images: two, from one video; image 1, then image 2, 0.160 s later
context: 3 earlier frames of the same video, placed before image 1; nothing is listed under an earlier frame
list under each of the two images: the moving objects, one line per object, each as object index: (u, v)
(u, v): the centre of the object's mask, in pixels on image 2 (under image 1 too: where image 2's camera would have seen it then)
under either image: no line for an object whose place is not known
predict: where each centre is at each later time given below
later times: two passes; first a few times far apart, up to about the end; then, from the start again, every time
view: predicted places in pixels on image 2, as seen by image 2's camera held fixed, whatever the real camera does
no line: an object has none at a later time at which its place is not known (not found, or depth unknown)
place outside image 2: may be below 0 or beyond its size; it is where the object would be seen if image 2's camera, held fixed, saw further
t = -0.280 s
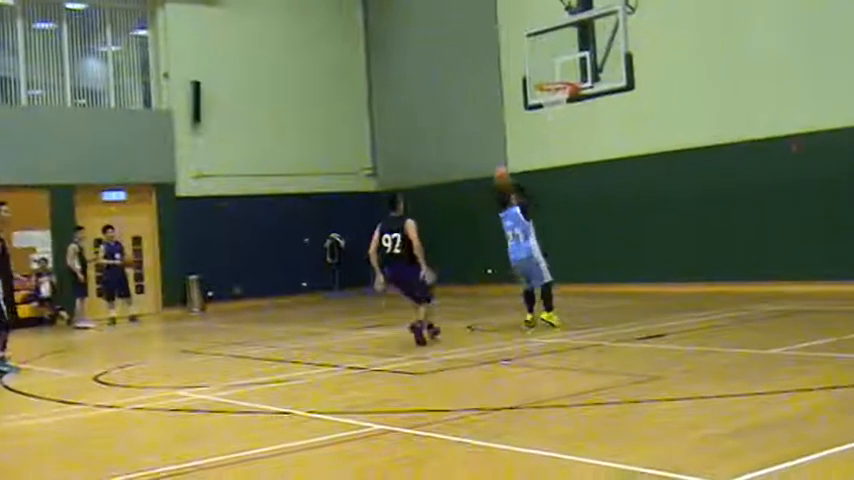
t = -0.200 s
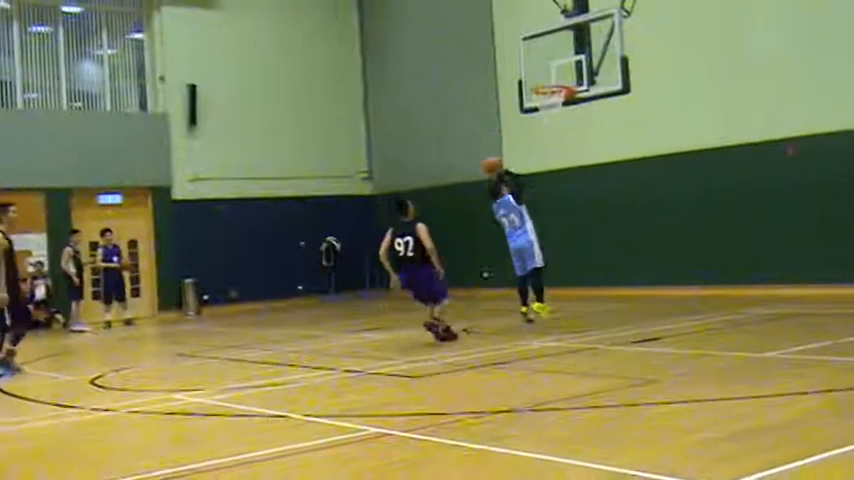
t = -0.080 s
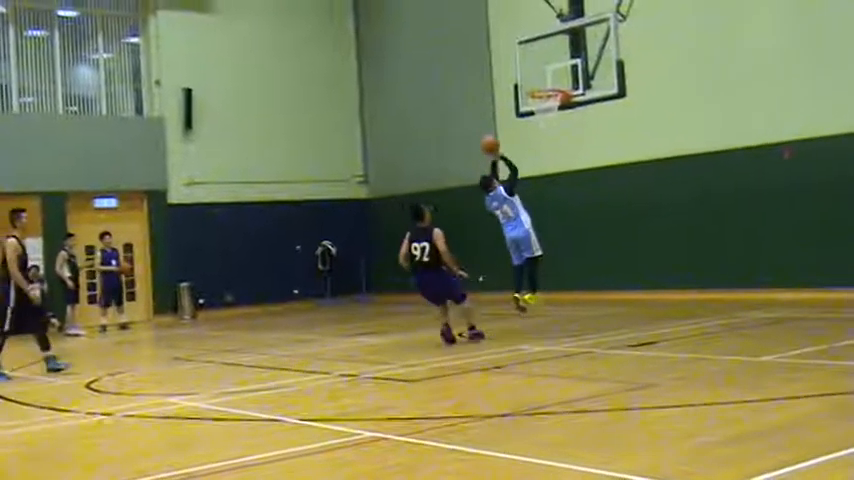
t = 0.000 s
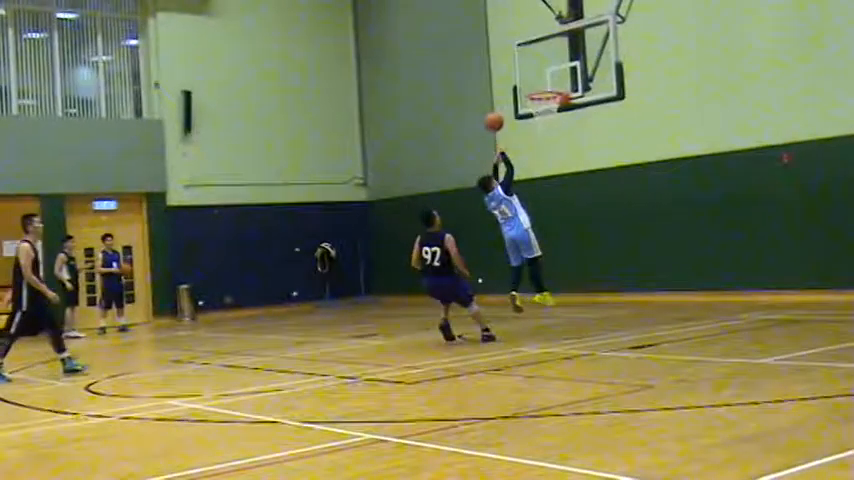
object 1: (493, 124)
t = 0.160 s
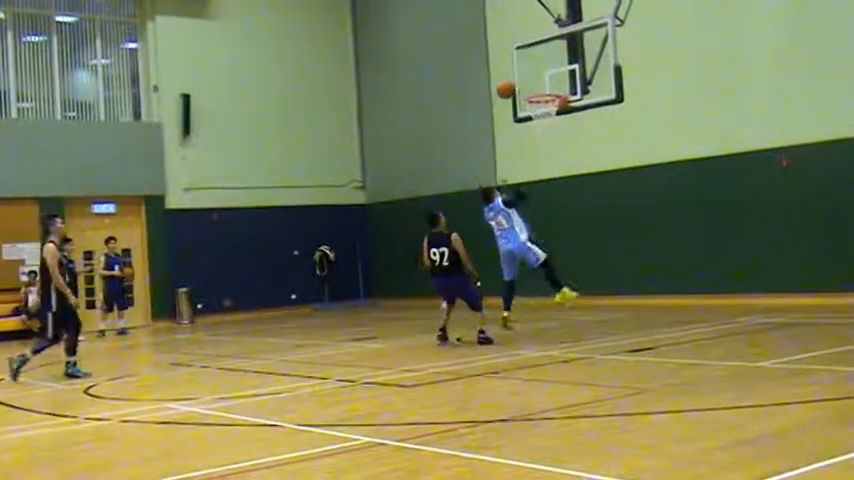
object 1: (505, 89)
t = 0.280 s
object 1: (515, 77)
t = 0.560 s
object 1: (541, 86)
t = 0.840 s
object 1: (538, 106)
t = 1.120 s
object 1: (544, 122)
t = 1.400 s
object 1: (555, 178)
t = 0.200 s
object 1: (508, 85)
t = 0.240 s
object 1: (511, 80)
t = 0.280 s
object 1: (515, 77)
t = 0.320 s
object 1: (519, 74)
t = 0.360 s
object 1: (522, 73)
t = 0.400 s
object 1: (526, 73)
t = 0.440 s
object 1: (529, 75)
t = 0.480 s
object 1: (533, 77)
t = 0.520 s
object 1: (537, 81)
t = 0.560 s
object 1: (541, 86)
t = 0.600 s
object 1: (545, 93)
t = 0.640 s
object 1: (545, 95)
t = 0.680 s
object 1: (545, 94)
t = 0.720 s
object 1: (540, 100)
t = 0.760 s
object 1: (540, 100)
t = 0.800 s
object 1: (538, 103)
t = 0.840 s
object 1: (538, 106)
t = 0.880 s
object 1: (536, 107)
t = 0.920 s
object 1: (539, 115)
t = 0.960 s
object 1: (538, 119)
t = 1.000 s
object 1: (538, 118)
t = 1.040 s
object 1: (540, 118)
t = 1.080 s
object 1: (543, 120)
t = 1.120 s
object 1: (544, 122)
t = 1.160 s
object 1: (545, 126)
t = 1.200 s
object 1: (546, 130)
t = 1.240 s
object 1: (548, 138)
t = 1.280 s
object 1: (549, 146)
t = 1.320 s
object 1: (551, 157)
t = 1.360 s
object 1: (553, 166)
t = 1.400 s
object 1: (555, 178)
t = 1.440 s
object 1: (557, 190)
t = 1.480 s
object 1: (559, 204)
